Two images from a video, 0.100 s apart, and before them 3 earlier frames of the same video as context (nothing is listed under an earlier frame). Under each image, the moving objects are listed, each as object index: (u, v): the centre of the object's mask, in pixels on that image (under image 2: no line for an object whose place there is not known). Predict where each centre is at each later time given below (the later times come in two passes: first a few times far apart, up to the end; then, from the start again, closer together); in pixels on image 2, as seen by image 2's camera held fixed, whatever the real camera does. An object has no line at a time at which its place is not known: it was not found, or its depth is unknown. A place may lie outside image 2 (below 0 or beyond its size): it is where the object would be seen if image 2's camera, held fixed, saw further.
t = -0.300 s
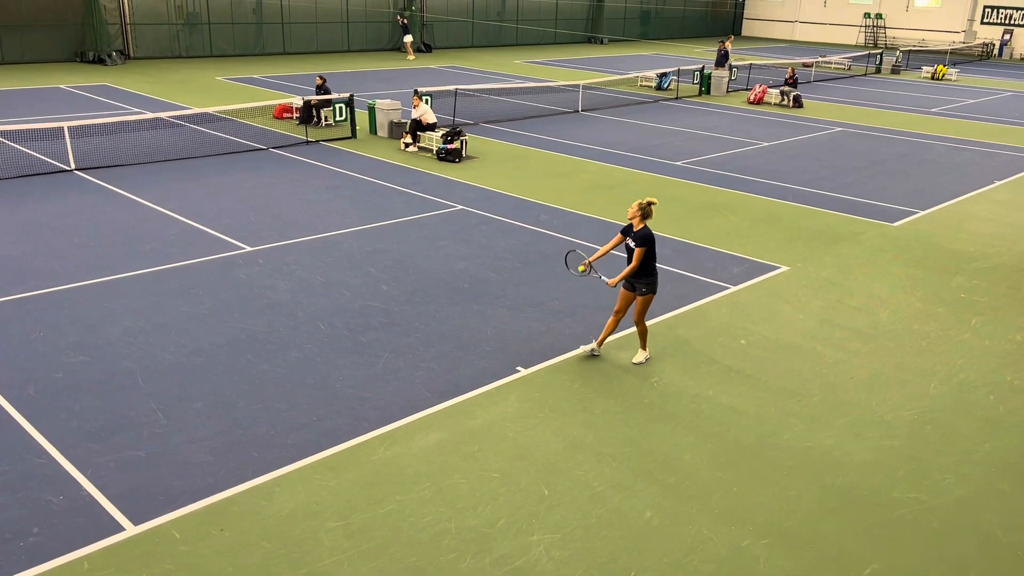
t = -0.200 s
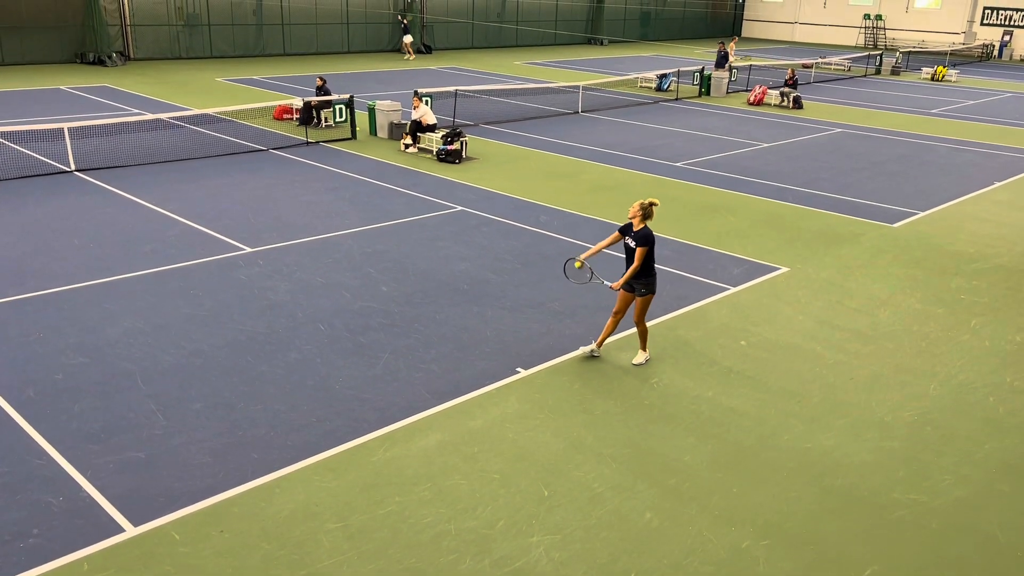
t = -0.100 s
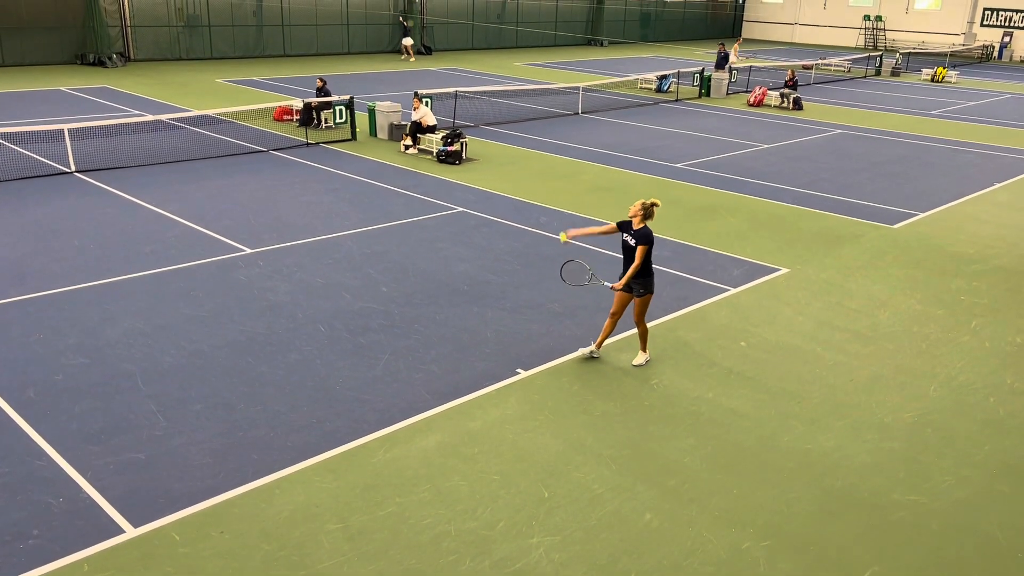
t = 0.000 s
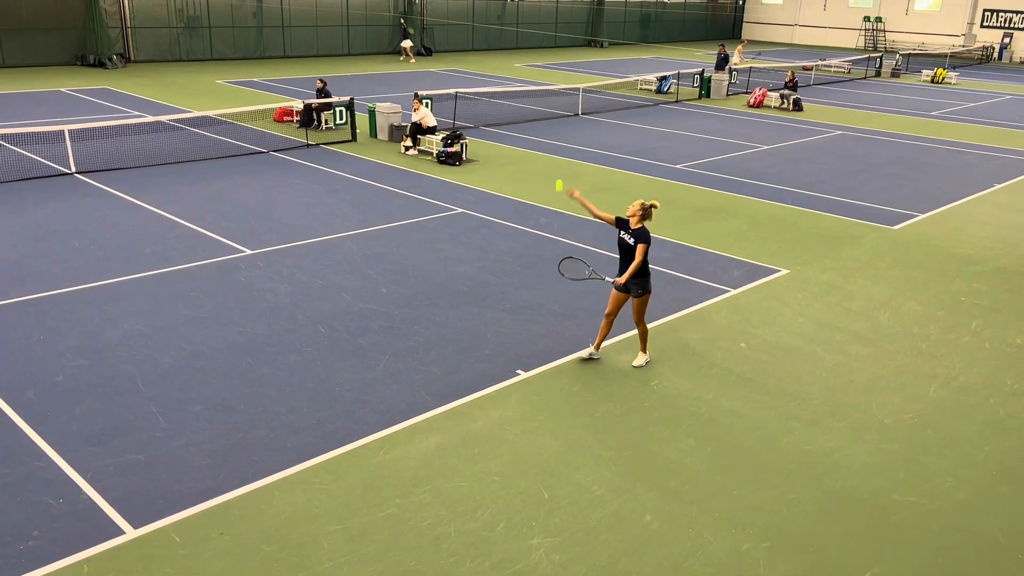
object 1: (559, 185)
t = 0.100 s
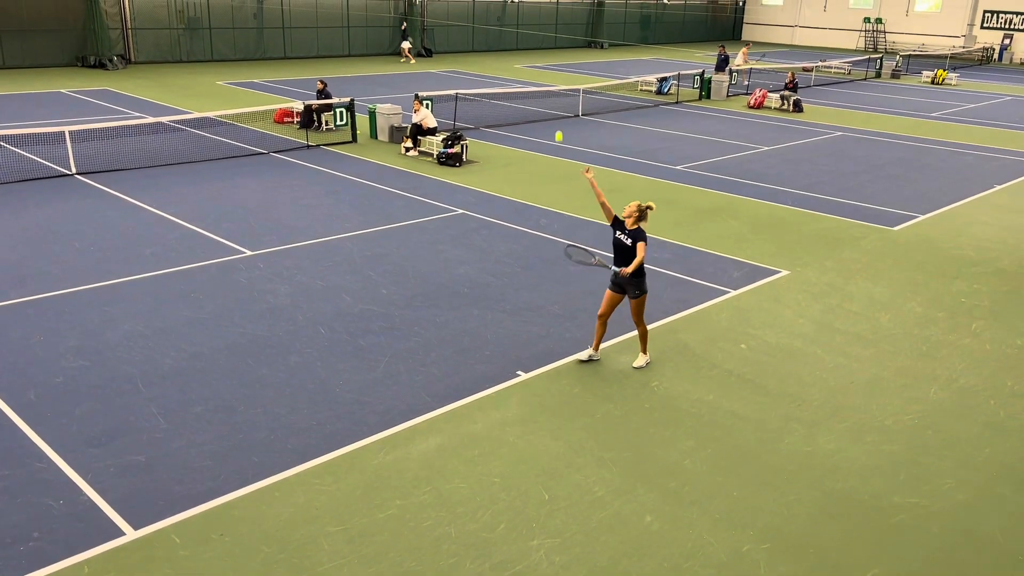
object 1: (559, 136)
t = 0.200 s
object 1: (557, 95)
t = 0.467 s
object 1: (551, 29)
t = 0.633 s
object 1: (545, 27)
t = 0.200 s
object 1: (557, 95)
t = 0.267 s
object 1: (557, 71)
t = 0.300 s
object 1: (556, 61)
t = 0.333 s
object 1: (554, 53)
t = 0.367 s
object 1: (554, 45)
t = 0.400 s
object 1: (553, 39)
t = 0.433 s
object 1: (552, 34)
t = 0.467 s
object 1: (551, 29)
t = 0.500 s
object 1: (550, 27)
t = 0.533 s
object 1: (549, 25)
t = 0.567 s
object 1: (547, 24)
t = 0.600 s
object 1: (546, 25)
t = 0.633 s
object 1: (545, 27)
